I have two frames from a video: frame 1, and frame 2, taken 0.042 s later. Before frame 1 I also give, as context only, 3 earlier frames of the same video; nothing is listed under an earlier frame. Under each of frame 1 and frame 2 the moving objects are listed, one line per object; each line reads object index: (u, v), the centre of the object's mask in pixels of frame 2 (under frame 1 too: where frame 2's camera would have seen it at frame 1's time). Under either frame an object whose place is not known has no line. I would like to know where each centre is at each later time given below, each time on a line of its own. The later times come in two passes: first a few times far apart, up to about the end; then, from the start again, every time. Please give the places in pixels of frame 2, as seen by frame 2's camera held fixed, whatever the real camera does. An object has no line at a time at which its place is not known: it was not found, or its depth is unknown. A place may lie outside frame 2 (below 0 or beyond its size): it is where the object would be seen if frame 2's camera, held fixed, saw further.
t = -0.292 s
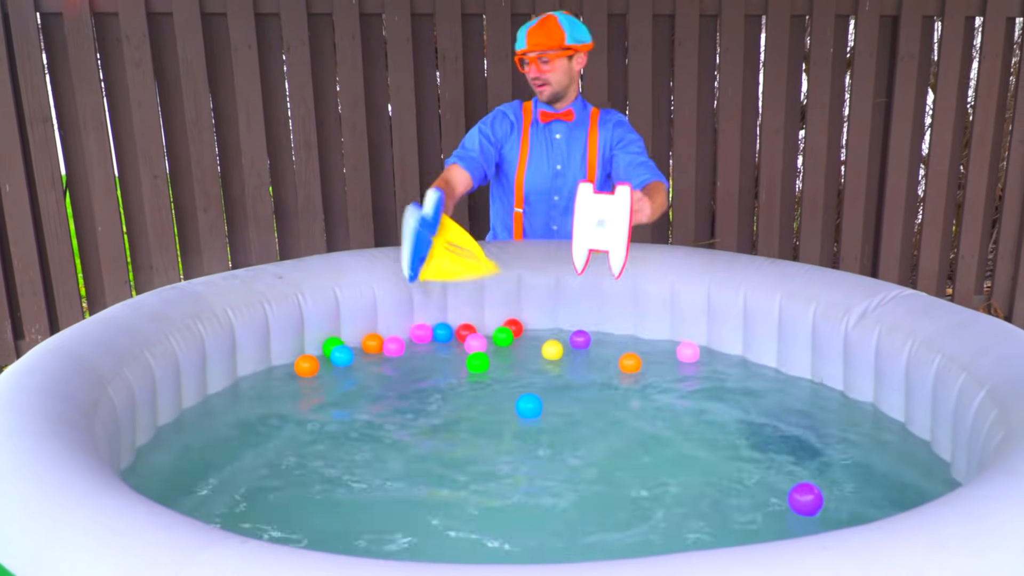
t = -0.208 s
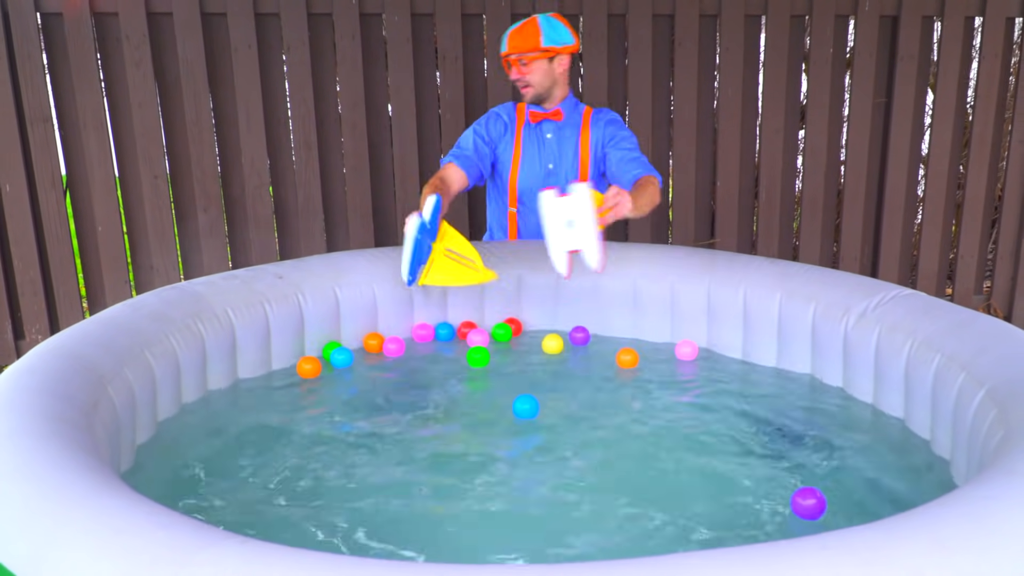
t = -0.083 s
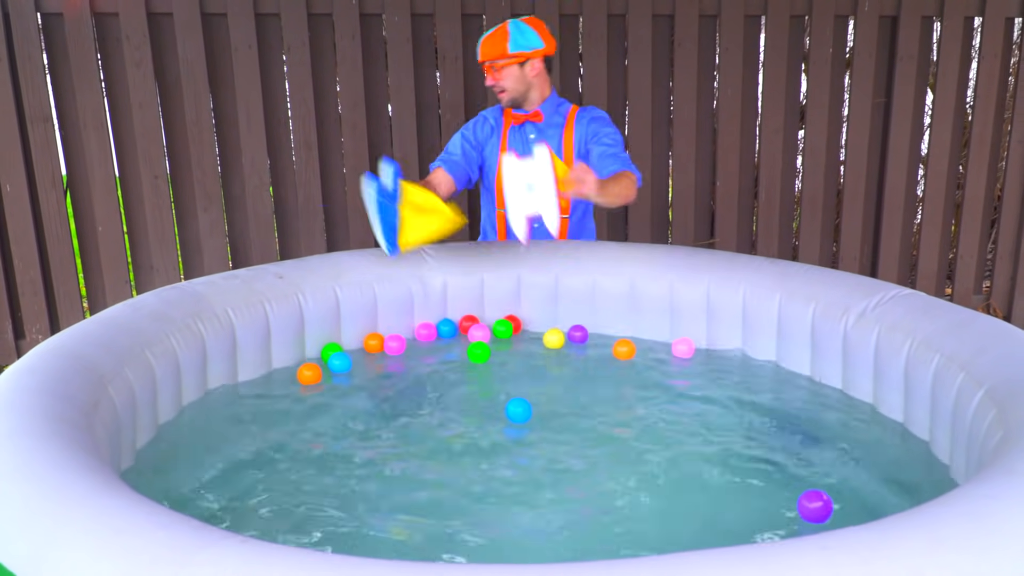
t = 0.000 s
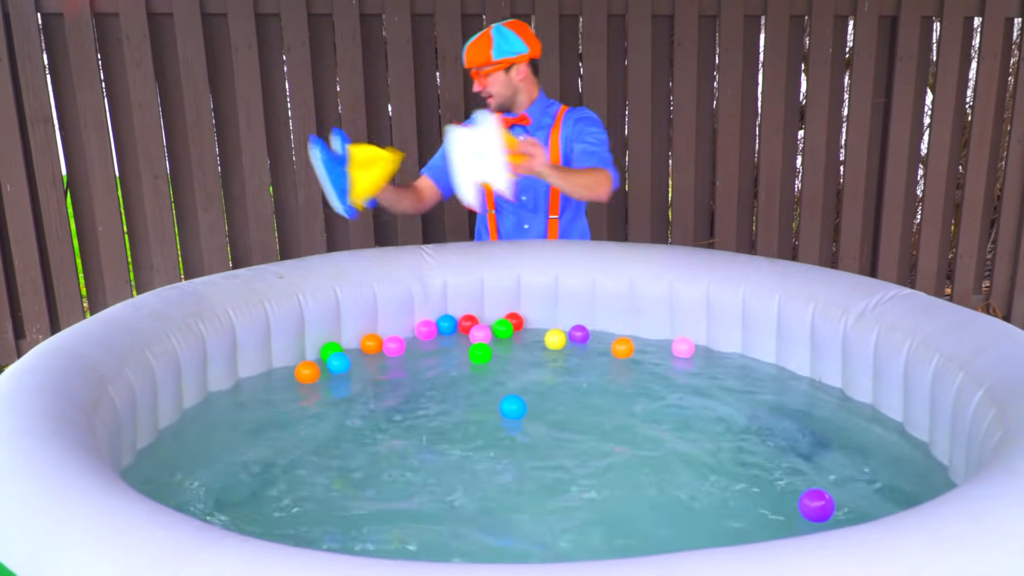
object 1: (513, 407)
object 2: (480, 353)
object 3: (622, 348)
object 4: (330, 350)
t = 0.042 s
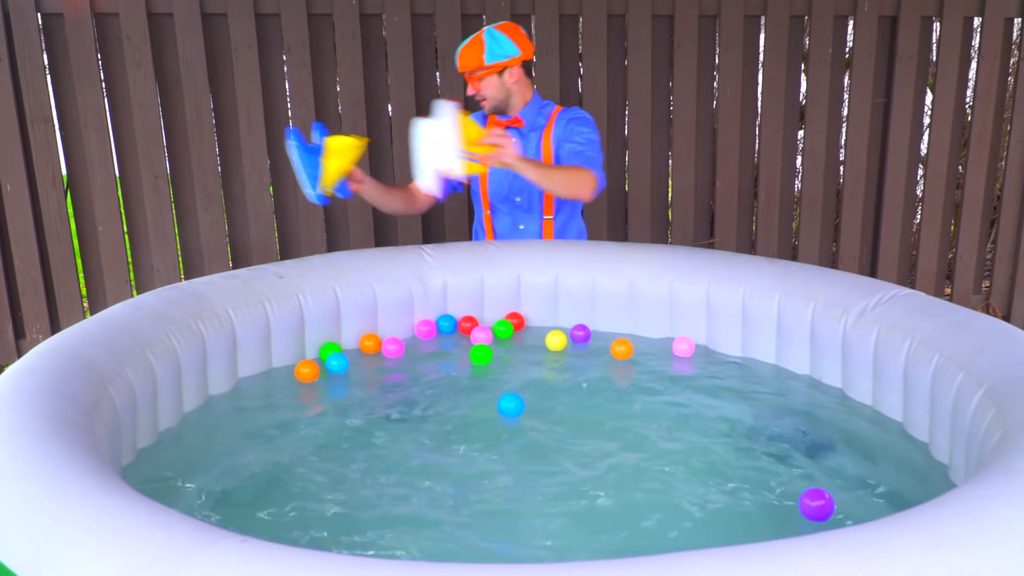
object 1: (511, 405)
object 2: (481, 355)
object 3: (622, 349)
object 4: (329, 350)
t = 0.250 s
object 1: (507, 405)
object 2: (482, 359)
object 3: (622, 353)
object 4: (322, 348)
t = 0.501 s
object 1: (495, 405)
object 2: (478, 361)
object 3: (619, 351)
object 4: (311, 352)
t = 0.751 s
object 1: (488, 410)
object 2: (478, 361)
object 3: (615, 355)
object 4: (310, 352)
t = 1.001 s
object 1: (478, 413)
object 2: (480, 358)
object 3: (616, 348)
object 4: (307, 353)
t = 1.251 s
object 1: (469, 411)
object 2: (483, 362)
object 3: (613, 348)
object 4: (305, 356)
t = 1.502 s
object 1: (458, 415)
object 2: (483, 362)
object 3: (608, 351)
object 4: (299, 354)
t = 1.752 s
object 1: (448, 420)
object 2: (488, 364)
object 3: (608, 346)
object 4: (292, 356)
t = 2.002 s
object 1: (438, 432)
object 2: (492, 371)
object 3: (605, 349)
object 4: (288, 363)
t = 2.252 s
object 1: (426, 438)
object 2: (491, 374)
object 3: (612, 342)
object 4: (281, 361)
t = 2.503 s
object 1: (415, 444)
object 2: (488, 379)
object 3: (610, 345)
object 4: (280, 368)
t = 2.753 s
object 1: (395, 452)
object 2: (482, 378)
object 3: (611, 343)
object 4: (272, 364)
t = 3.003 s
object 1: (381, 461)
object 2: (476, 380)
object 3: (609, 334)
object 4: (275, 368)
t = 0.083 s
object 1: (509, 403)
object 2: (481, 356)
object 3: (621, 350)
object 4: (327, 350)
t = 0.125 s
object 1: (508, 402)
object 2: (482, 357)
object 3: (621, 352)
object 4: (325, 350)
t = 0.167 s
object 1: (508, 402)
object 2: (482, 358)
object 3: (621, 353)
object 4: (323, 349)
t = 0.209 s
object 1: (508, 403)
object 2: (482, 359)
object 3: (621, 353)
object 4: (322, 348)
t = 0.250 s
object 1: (507, 405)
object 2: (482, 359)
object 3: (622, 353)
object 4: (322, 348)
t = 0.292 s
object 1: (505, 407)
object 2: (482, 358)
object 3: (622, 352)
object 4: (321, 349)
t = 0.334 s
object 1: (503, 408)
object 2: (481, 357)
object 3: (621, 349)
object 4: (320, 349)
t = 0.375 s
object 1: (501, 407)
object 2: (480, 357)
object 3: (621, 347)
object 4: (318, 350)
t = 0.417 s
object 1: (499, 405)
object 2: (479, 358)
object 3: (620, 346)
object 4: (315, 351)
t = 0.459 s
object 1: (497, 405)
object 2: (478, 360)
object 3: (620, 347)
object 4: (314, 351)
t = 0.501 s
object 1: (495, 405)
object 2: (478, 361)
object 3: (619, 351)
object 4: (311, 352)
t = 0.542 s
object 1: (493, 408)
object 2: (478, 362)
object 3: (618, 355)
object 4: (310, 352)
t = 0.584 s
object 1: (492, 409)
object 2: (478, 361)
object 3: (617, 357)
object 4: (309, 352)
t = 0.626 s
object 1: (490, 411)
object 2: (478, 360)
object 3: (617, 358)
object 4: (308, 352)
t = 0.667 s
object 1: (490, 411)
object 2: (478, 359)
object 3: (617, 357)
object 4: (308, 352)
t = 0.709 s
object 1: (489, 411)
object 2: (478, 360)
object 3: (616, 357)
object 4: (309, 352)
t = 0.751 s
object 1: (488, 410)
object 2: (478, 361)
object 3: (615, 355)
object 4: (310, 352)
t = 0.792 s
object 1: (487, 408)
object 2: (478, 362)
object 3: (614, 352)
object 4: (310, 352)
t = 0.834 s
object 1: (487, 408)
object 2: (478, 362)
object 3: (614, 349)
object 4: (310, 352)
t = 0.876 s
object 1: (485, 410)
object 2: (478, 361)
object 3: (614, 347)
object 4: (309, 352)
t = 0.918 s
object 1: (484, 412)
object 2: (479, 359)
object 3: (615, 346)
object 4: (308, 353)
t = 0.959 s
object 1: (482, 413)
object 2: (479, 358)
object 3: (615, 346)
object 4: (308, 353)
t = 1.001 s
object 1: (478, 413)
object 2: (480, 358)
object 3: (616, 348)
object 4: (307, 353)
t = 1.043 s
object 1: (476, 412)
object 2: (481, 359)
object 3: (616, 349)
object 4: (306, 354)
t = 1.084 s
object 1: (474, 410)
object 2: (481, 360)
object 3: (616, 350)
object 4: (305, 354)
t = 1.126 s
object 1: (473, 408)
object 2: (482, 361)
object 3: (615, 350)
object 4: (304, 355)
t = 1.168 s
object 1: (472, 408)
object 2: (482, 362)
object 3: (614, 350)
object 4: (304, 355)
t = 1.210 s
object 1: (471, 409)
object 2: (482, 362)
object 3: (614, 349)
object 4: (305, 356)
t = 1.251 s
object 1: (469, 411)
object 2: (483, 362)
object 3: (613, 348)
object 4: (305, 356)
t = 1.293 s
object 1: (468, 413)
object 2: (483, 362)
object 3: (612, 346)
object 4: (305, 356)
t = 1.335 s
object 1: (466, 414)
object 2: (483, 361)
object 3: (611, 345)
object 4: (305, 355)
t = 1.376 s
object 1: (465, 416)
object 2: (484, 361)
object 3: (610, 346)
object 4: (304, 355)
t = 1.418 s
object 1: (462, 416)
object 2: (483, 361)
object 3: (609, 347)
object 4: (302, 355)
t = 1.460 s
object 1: (460, 416)
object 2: (483, 361)
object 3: (608, 350)
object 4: (301, 354)
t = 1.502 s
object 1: (458, 415)
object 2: (483, 362)
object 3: (608, 351)
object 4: (299, 354)
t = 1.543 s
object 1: (456, 415)
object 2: (483, 363)
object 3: (608, 351)
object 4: (297, 355)
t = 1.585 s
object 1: (454, 416)
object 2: (484, 363)
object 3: (609, 351)
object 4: (296, 356)
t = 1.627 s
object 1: (453, 419)
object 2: (485, 363)
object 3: (609, 350)
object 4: (295, 356)
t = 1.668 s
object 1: (451, 420)
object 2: (486, 363)
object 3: (609, 349)
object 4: (294, 356)
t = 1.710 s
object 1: (449, 420)
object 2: (487, 363)
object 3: (609, 348)
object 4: (293, 356)
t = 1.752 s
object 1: (448, 420)
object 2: (488, 364)
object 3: (608, 346)
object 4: (292, 356)
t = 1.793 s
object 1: (446, 420)
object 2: (489, 365)
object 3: (608, 346)
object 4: (291, 357)
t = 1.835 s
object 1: (445, 420)
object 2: (489, 367)
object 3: (607, 346)
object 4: (290, 358)
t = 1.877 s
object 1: (443, 422)
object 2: (490, 369)
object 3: (606, 347)
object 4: (289, 360)
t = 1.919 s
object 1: (441, 425)
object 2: (491, 370)
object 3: (606, 349)
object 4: (289, 361)
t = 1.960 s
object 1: (439, 430)
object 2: (491, 370)
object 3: (606, 350)
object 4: (288, 362)
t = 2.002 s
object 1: (438, 432)
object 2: (492, 371)
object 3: (605, 349)
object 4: (288, 363)
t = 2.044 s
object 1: (436, 433)
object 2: (493, 371)
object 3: (605, 347)
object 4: (286, 363)
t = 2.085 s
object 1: (434, 433)
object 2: (493, 370)
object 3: (606, 344)
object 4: (285, 363)
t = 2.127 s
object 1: (432, 435)
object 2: (492, 370)
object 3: (607, 341)
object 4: (283, 363)
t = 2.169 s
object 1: (430, 436)
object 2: (492, 370)
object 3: (609, 340)
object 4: (282, 362)
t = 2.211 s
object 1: (428, 437)
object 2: (491, 372)
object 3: (610, 340)
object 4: (281, 361)
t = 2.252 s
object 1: (426, 438)
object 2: (491, 374)
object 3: (612, 342)
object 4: (281, 361)
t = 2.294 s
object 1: (424, 439)
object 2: (490, 376)
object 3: (612, 345)
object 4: (281, 362)
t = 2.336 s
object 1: (422, 440)
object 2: (490, 379)
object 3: (612, 347)
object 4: (281, 363)
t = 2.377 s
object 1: (421, 441)
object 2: (489, 381)
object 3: (612, 348)
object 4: (282, 364)
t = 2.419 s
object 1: (419, 442)
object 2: (489, 382)
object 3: (611, 348)
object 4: (282, 366)
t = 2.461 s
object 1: (418, 443)
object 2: (489, 381)
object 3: (610, 347)
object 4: (281, 367)
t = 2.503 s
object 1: (415, 444)
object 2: (488, 379)
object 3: (610, 345)
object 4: (280, 368)
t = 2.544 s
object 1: (411, 445)
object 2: (487, 377)
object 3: (610, 343)
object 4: (279, 369)
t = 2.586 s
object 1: (408, 446)
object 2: (487, 375)
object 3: (611, 342)
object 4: (278, 369)
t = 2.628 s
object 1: (404, 447)
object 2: (486, 374)
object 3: (611, 342)
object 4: (276, 368)
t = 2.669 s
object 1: (400, 448)
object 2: (485, 374)
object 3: (612, 342)
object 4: (275, 367)
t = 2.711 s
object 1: (397, 450)
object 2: (483, 375)
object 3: (612, 343)
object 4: (273, 366)
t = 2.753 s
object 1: (395, 452)
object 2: (482, 378)
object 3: (611, 343)
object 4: (272, 364)
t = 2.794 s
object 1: (392, 455)
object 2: (481, 379)
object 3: (611, 342)
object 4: (272, 363)
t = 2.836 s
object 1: (390, 458)
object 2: (479, 380)
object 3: (611, 341)
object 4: (272, 362)
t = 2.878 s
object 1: (388, 461)
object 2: (479, 381)
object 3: (611, 338)
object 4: (272, 362)
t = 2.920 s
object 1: (385, 462)
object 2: (478, 381)
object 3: (610, 335)
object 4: (272, 363)
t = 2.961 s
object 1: (383, 462)
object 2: (477, 380)
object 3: (610, 334)
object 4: (273, 365)
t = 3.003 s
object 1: (381, 461)
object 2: (476, 380)
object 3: (609, 334)
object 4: (275, 368)
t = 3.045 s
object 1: (378, 460)
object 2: (474, 380)
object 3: (607, 336)
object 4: (274, 371)
